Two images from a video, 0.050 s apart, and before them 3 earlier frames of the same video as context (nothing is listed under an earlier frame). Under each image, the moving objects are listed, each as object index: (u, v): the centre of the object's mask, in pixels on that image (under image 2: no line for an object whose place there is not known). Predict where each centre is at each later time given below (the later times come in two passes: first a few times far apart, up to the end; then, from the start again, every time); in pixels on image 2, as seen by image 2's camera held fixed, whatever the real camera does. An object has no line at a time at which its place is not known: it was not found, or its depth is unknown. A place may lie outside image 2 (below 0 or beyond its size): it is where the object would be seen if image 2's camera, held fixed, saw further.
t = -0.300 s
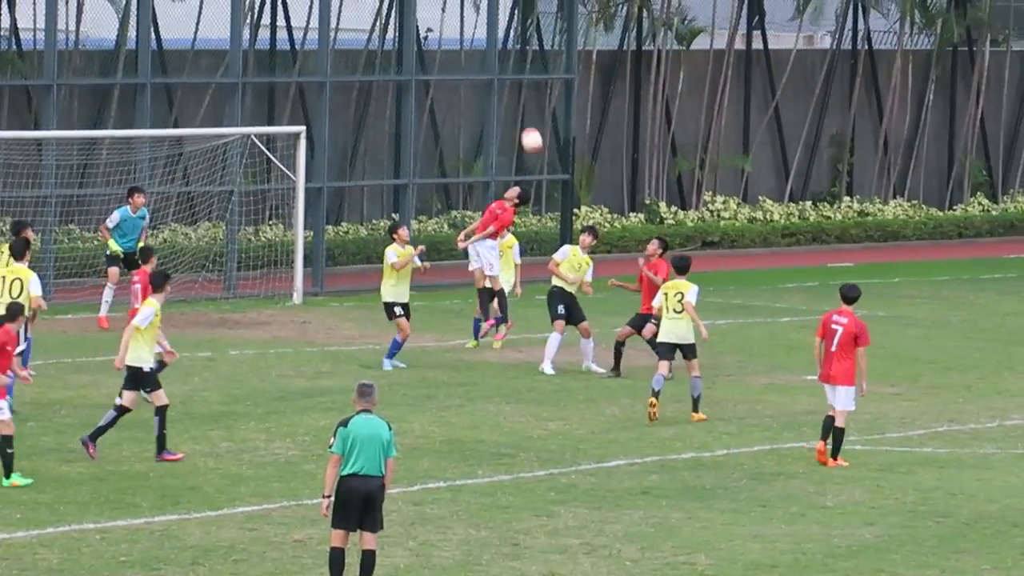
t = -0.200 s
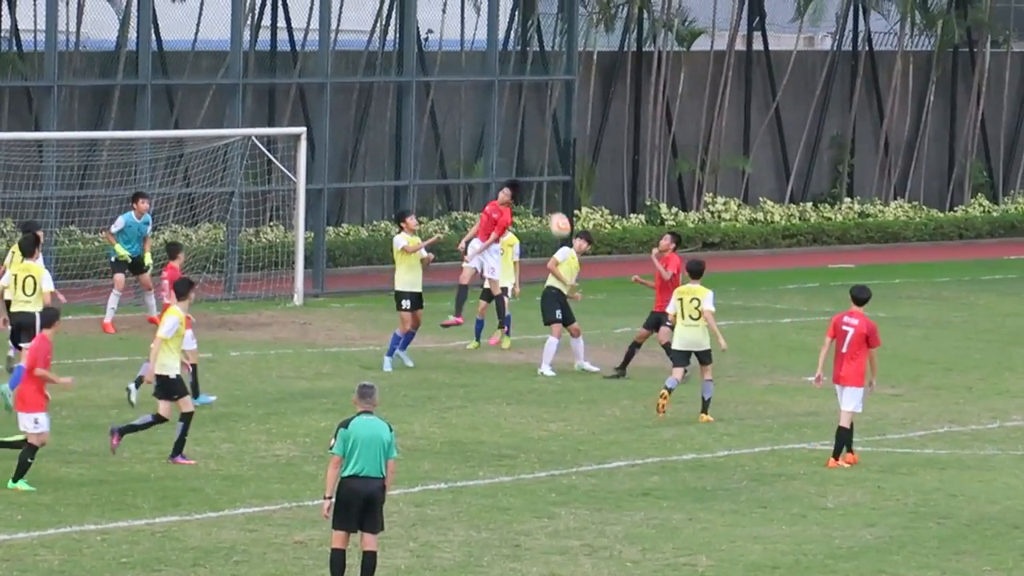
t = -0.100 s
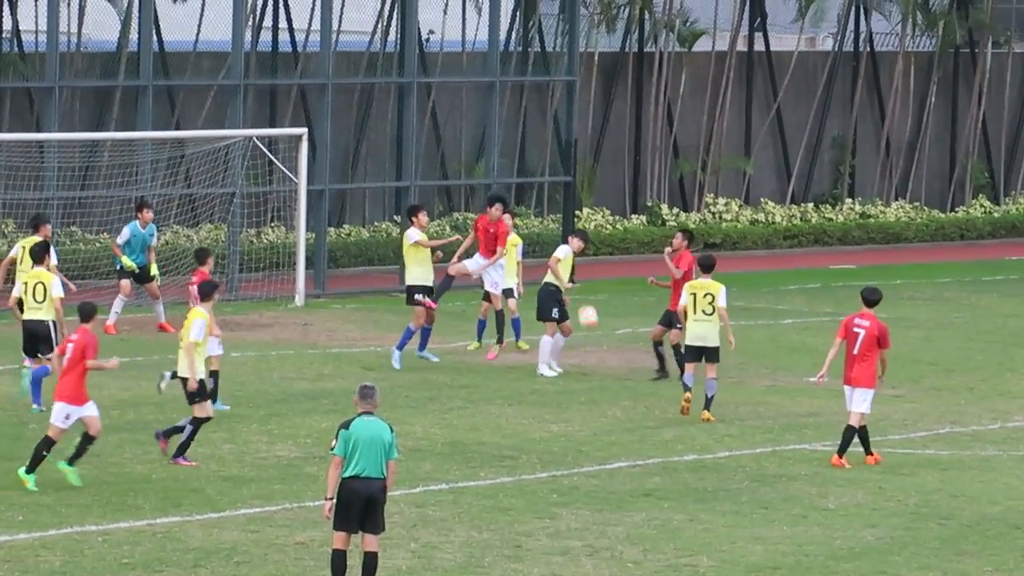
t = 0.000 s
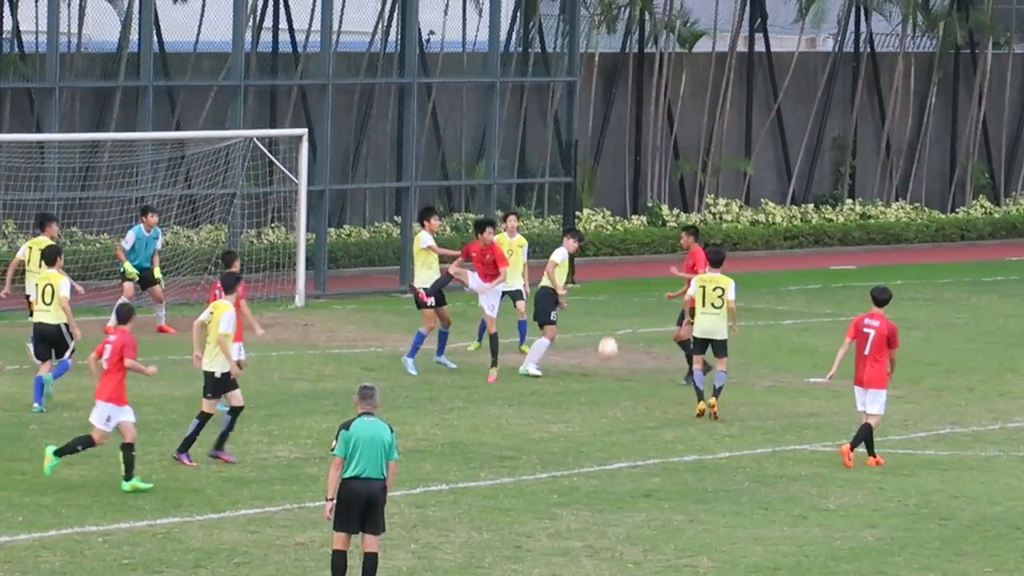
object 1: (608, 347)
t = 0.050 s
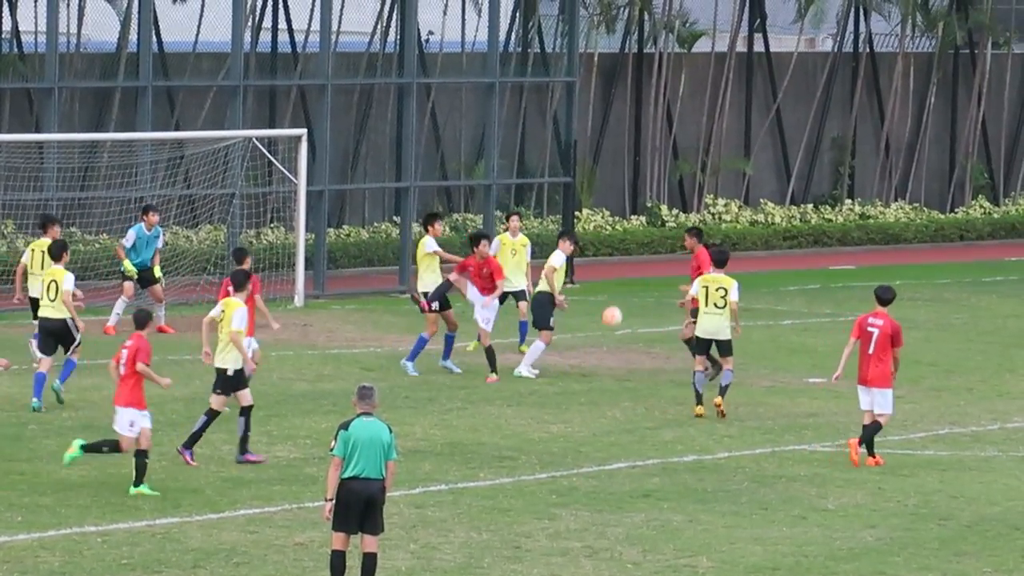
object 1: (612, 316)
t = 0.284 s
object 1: (634, 200)
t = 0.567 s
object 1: (658, 125)
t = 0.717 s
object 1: (670, 114)
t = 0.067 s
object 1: (613, 306)
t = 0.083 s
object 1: (615, 296)
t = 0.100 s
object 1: (617, 286)
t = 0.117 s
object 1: (618, 277)
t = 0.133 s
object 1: (620, 268)
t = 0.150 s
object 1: (622, 259)
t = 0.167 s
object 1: (623, 251)
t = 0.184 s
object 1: (625, 243)
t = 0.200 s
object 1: (626, 235)
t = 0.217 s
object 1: (628, 227)
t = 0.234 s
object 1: (629, 220)
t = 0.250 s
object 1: (631, 212)
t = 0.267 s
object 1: (632, 206)
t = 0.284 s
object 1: (634, 200)
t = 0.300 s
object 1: (635, 193)
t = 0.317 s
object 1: (637, 187)
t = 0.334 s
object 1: (638, 181)
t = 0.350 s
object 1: (640, 176)
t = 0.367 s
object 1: (641, 170)
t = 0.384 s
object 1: (643, 165)
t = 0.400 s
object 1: (644, 160)
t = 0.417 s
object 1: (645, 156)
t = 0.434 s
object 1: (647, 151)
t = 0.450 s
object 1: (649, 147)
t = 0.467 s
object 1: (650, 143)
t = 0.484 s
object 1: (651, 139)
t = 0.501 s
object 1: (653, 136)
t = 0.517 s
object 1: (654, 133)
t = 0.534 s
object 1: (655, 130)
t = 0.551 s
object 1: (657, 128)
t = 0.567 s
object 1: (658, 125)
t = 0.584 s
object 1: (659, 123)
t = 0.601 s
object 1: (661, 121)
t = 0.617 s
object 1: (662, 120)
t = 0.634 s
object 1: (663, 118)
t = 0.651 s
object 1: (665, 117)
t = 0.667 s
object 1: (666, 116)
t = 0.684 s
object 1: (668, 115)
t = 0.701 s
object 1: (669, 115)
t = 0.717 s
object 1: (670, 114)
